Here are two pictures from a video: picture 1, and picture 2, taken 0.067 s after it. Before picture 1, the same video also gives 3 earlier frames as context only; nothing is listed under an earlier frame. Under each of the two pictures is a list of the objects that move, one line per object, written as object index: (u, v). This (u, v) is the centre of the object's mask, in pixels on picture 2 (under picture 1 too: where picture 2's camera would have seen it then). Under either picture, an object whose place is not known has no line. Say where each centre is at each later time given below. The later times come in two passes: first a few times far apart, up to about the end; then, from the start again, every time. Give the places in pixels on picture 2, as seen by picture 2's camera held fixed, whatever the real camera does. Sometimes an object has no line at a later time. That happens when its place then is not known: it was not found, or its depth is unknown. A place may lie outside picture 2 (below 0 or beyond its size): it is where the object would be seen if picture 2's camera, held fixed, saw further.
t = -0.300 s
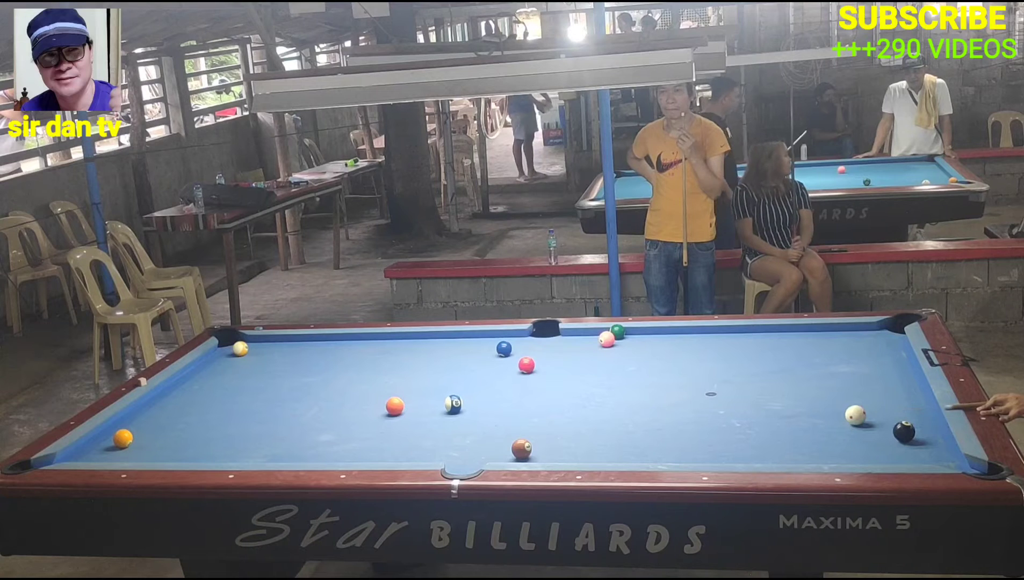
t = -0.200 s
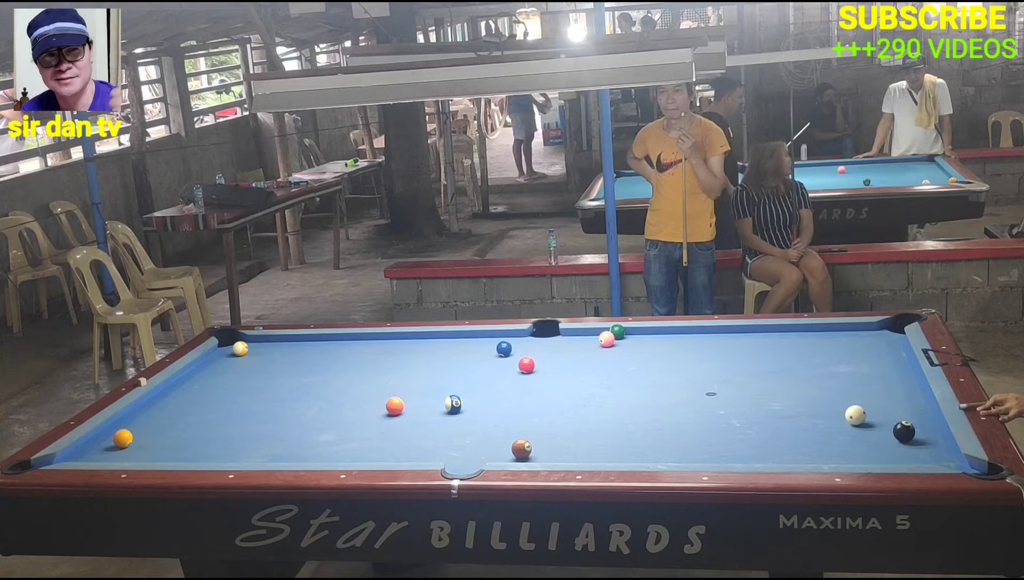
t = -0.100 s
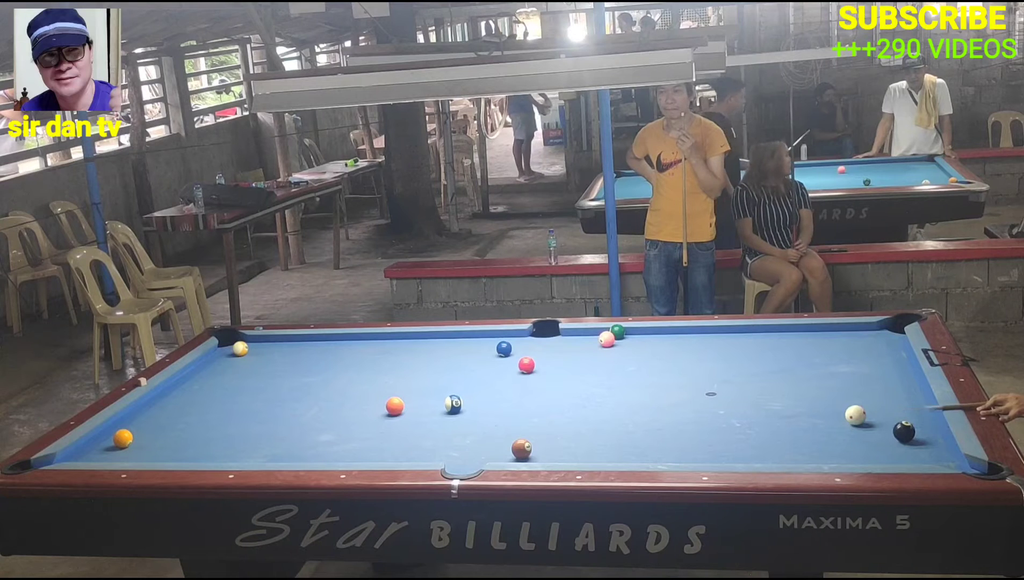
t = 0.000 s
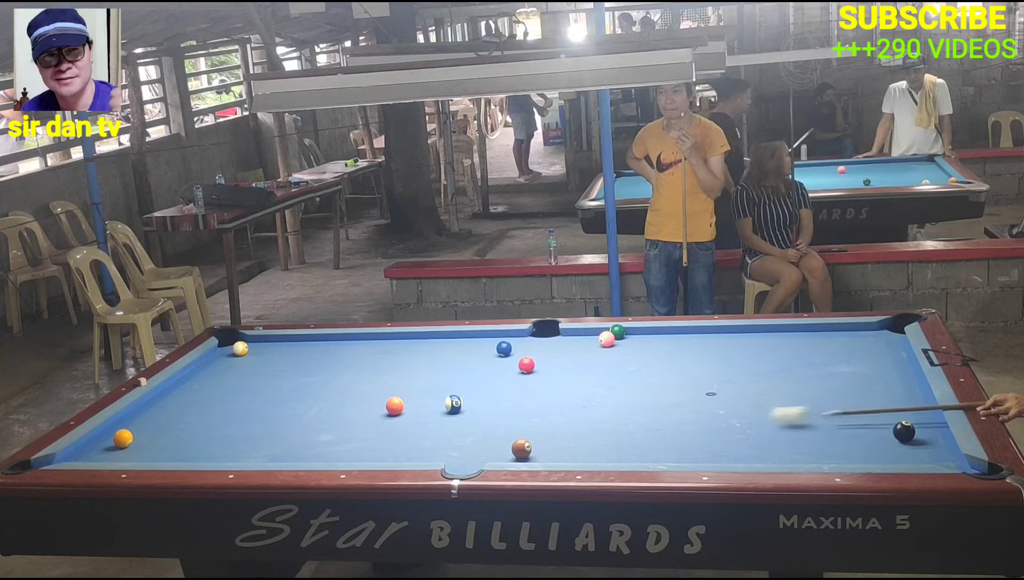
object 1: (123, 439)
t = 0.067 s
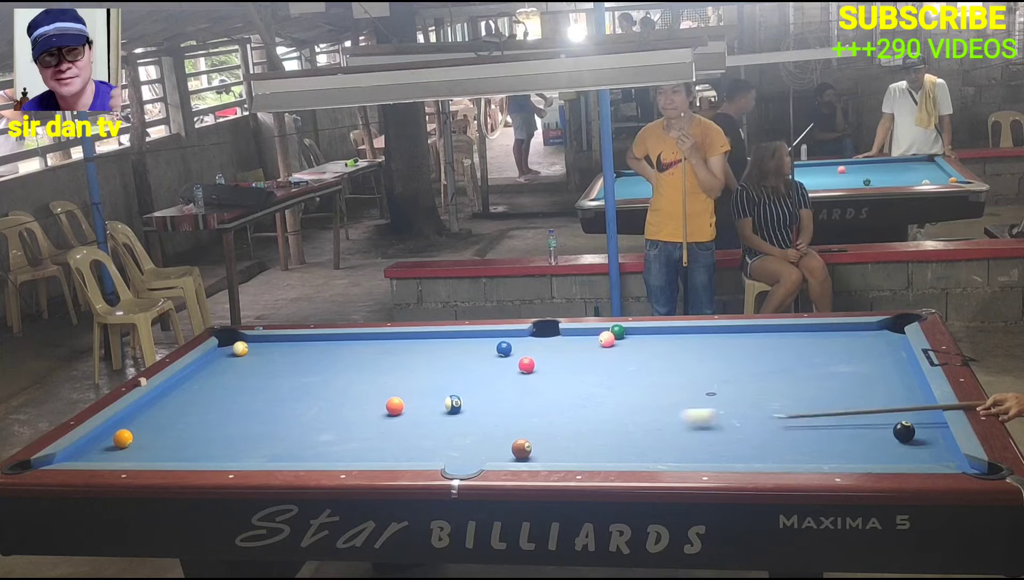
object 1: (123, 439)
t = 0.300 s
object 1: (123, 439)
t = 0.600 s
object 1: (123, 439)
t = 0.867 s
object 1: (139, 457)
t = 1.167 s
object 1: (190, 443)
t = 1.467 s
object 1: (236, 427)
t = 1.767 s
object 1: (279, 413)
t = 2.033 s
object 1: (312, 402)
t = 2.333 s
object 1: (346, 390)
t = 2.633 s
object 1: (377, 380)
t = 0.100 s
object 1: (123, 439)
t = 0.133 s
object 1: (123, 439)
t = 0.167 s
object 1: (123, 439)
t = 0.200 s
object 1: (123, 439)
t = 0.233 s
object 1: (123, 439)
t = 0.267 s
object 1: (123, 439)
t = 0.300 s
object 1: (123, 439)
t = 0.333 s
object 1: (123, 439)
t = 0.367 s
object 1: (123, 439)
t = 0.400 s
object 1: (123, 439)
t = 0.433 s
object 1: (123, 439)
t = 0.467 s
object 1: (123, 439)
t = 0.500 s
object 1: (123, 439)
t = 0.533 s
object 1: (123, 439)
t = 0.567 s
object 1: (123, 439)
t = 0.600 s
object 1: (123, 439)
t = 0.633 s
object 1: (124, 443)
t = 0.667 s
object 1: (125, 447)
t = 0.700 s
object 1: (126, 451)
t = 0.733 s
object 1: (127, 454)
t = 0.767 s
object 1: (128, 456)
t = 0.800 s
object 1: (129, 458)
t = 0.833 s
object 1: (134, 458)
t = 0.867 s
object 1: (139, 457)
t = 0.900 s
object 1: (145, 456)
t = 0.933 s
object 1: (151, 454)
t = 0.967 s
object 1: (157, 454)
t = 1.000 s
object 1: (162, 452)
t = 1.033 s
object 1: (168, 450)
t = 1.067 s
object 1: (174, 448)
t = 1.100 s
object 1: (179, 446)
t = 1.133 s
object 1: (185, 445)
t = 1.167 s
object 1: (190, 443)
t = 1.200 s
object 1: (195, 441)
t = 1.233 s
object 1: (201, 439)
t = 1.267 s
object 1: (206, 437)
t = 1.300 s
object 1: (211, 435)
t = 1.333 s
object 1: (216, 433)
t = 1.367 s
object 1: (222, 432)
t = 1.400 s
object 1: (227, 430)
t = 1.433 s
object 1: (232, 428)
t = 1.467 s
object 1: (236, 427)
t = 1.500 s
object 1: (242, 426)
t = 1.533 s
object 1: (247, 424)
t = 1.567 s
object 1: (251, 422)
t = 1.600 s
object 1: (256, 420)
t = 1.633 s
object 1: (261, 419)
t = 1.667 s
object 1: (265, 417)
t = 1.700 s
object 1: (270, 416)
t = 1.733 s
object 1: (274, 414)
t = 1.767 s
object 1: (279, 413)
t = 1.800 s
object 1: (283, 411)
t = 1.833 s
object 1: (287, 410)
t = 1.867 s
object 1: (291, 409)
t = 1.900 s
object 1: (295, 407)
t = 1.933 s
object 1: (300, 406)
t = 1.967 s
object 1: (304, 404)
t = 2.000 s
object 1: (308, 403)
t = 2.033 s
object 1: (312, 402)
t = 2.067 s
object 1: (316, 401)
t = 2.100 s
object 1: (320, 399)
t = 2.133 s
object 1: (324, 398)
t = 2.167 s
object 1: (328, 397)
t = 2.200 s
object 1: (332, 395)
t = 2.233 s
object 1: (335, 394)
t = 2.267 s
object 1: (339, 393)
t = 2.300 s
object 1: (343, 392)
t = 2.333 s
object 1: (346, 390)
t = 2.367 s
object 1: (350, 389)
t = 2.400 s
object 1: (353, 388)
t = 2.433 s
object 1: (357, 387)
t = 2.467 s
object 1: (360, 386)
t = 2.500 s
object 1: (364, 385)
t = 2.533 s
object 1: (367, 384)
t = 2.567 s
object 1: (370, 383)
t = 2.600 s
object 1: (374, 382)
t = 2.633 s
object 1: (377, 380)
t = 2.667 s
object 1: (380, 379)
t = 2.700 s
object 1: (383, 378)
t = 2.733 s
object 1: (386, 377)
